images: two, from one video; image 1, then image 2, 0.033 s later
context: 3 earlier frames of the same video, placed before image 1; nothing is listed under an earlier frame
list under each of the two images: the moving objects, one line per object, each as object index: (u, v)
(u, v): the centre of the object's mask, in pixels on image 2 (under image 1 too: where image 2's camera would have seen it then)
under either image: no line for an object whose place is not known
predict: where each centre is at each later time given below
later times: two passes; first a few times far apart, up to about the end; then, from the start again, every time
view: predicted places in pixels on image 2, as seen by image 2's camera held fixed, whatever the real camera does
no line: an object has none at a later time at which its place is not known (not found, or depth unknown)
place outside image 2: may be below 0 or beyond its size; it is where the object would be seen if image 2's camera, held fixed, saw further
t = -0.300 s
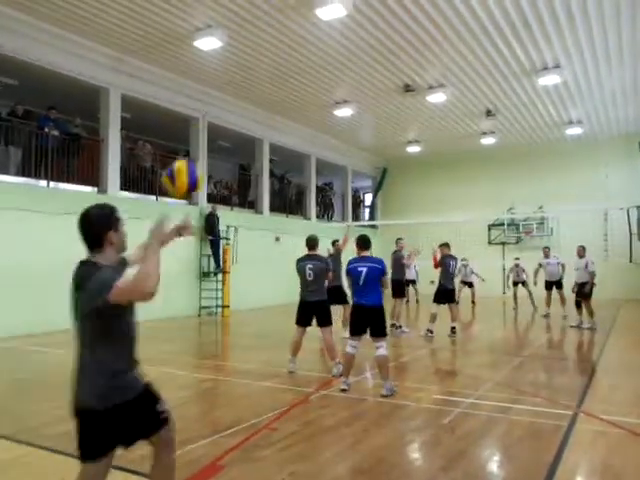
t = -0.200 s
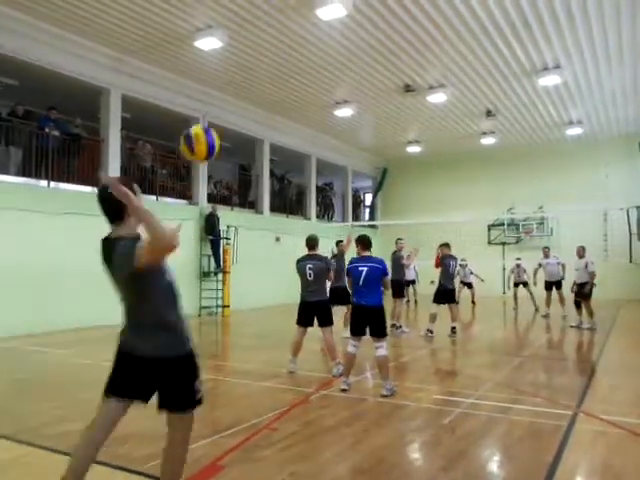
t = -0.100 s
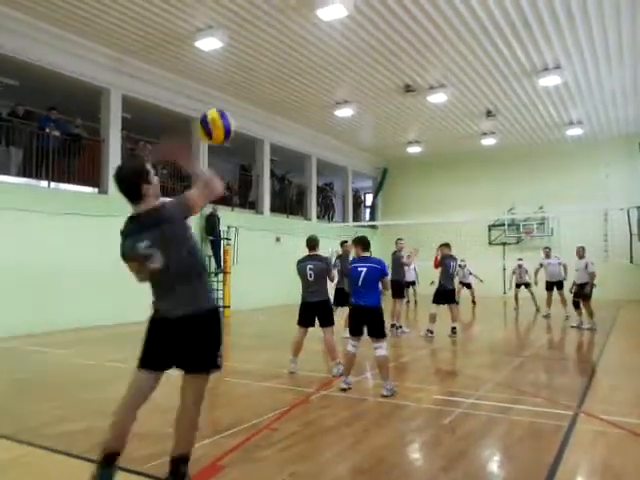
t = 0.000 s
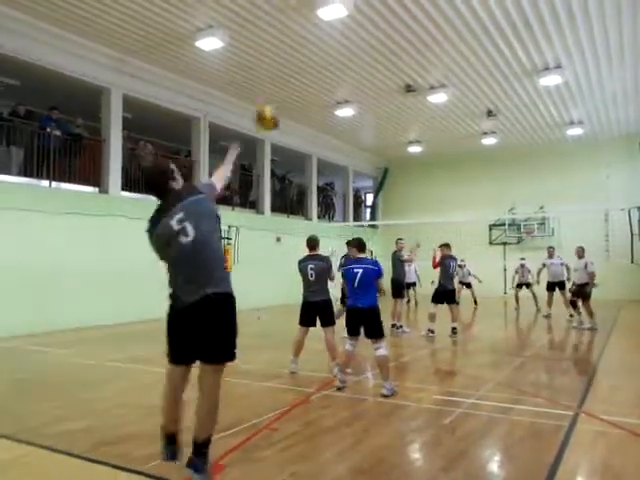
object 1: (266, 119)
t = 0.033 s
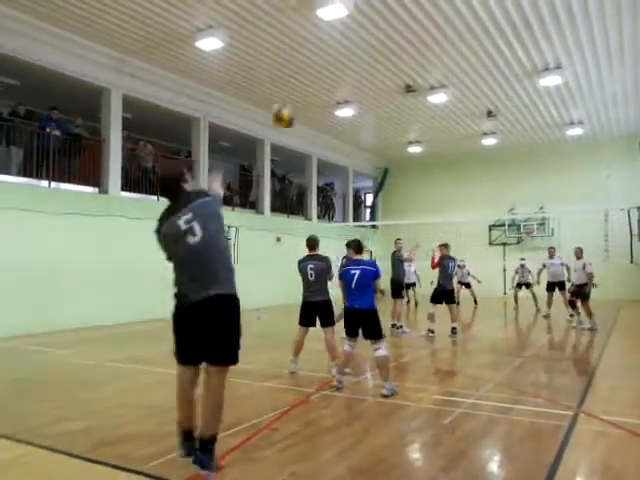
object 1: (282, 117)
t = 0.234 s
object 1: (343, 127)
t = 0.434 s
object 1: (370, 157)
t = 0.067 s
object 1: (296, 115)
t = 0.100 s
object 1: (309, 115)
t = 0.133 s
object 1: (320, 117)
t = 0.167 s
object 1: (329, 119)
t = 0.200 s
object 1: (336, 123)
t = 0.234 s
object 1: (343, 127)
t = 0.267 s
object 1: (349, 131)
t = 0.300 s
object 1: (354, 136)
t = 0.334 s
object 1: (358, 141)
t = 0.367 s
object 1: (362, 146)
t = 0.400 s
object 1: (366, 151)
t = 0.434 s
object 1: (370, 157)
